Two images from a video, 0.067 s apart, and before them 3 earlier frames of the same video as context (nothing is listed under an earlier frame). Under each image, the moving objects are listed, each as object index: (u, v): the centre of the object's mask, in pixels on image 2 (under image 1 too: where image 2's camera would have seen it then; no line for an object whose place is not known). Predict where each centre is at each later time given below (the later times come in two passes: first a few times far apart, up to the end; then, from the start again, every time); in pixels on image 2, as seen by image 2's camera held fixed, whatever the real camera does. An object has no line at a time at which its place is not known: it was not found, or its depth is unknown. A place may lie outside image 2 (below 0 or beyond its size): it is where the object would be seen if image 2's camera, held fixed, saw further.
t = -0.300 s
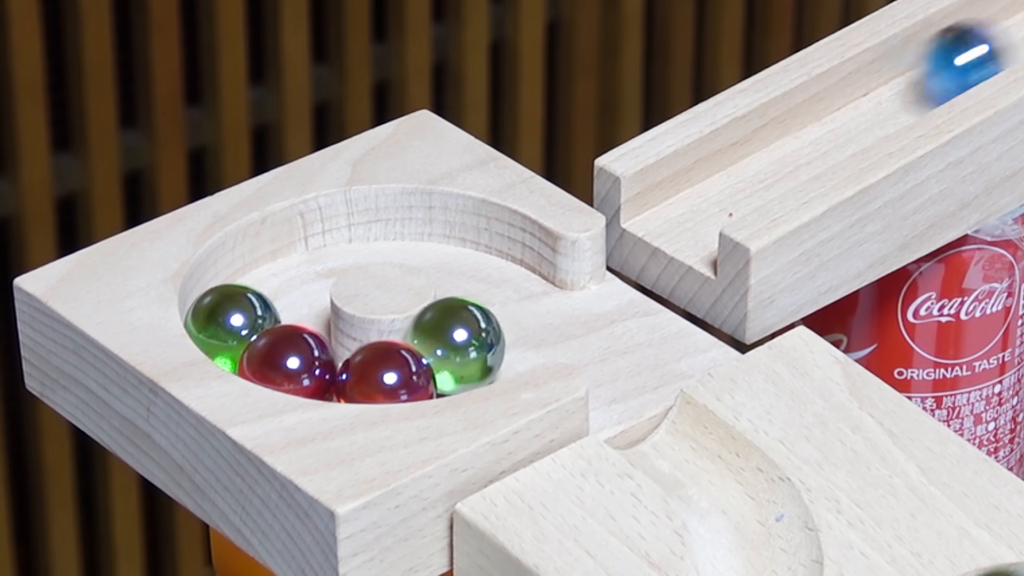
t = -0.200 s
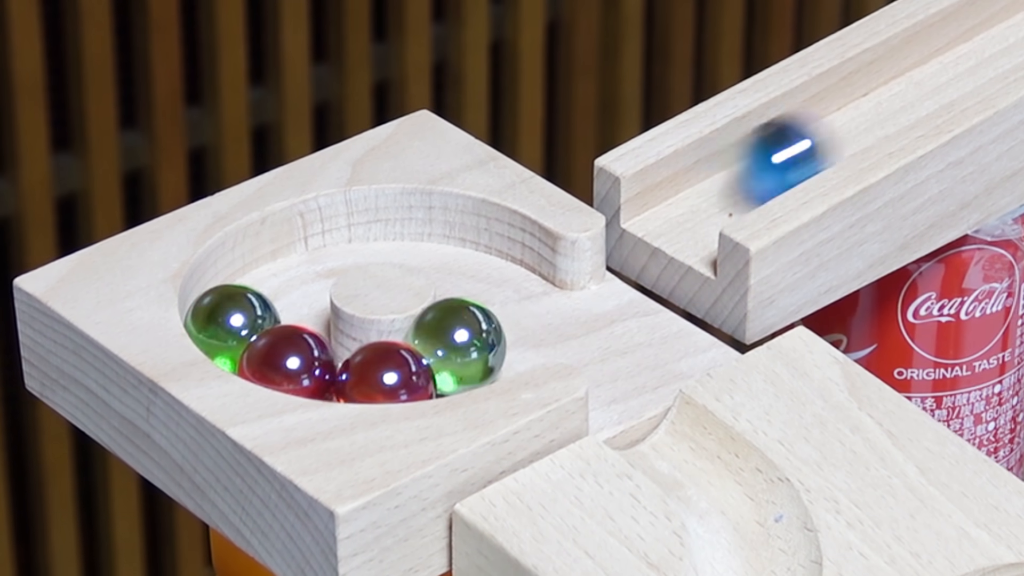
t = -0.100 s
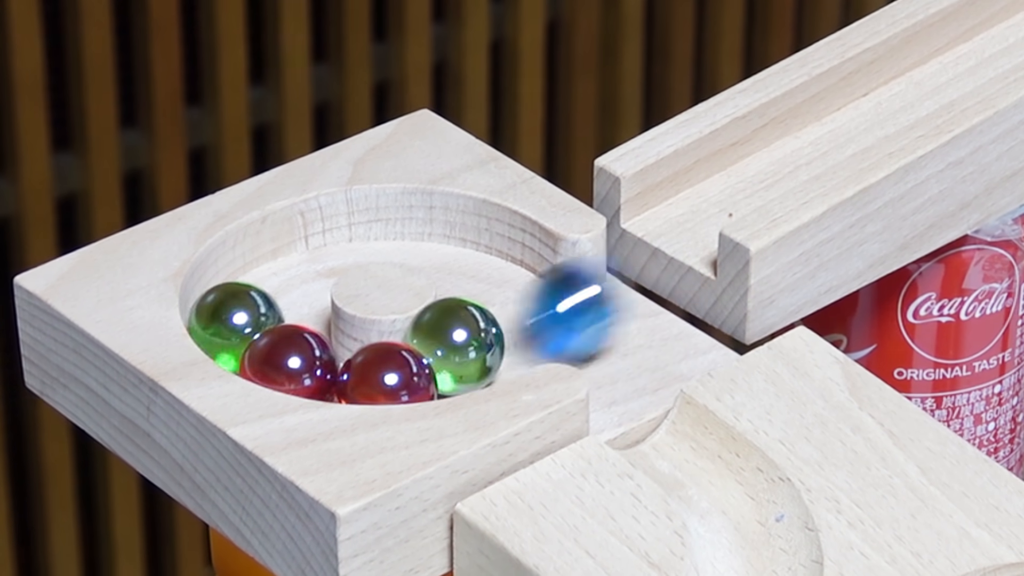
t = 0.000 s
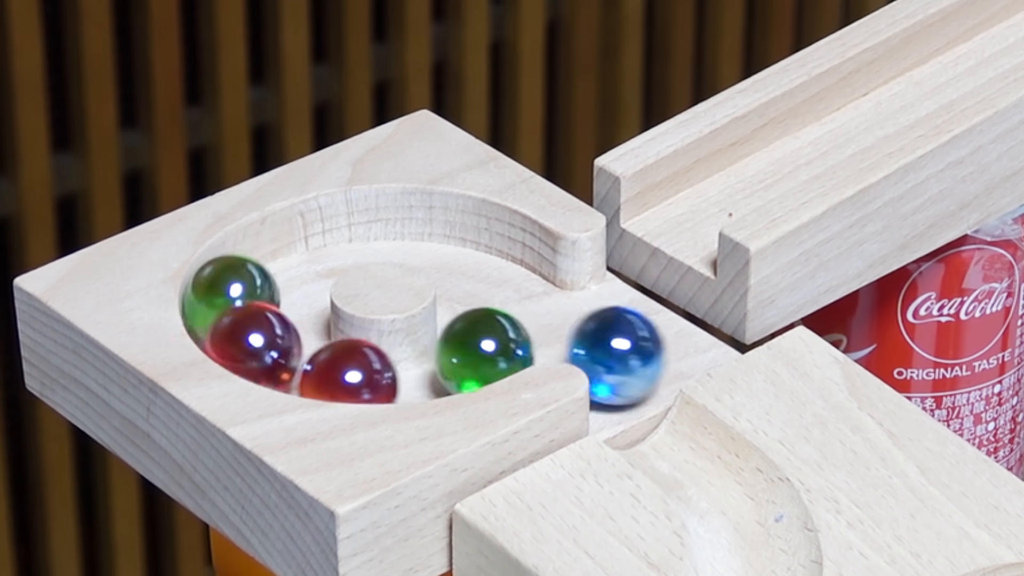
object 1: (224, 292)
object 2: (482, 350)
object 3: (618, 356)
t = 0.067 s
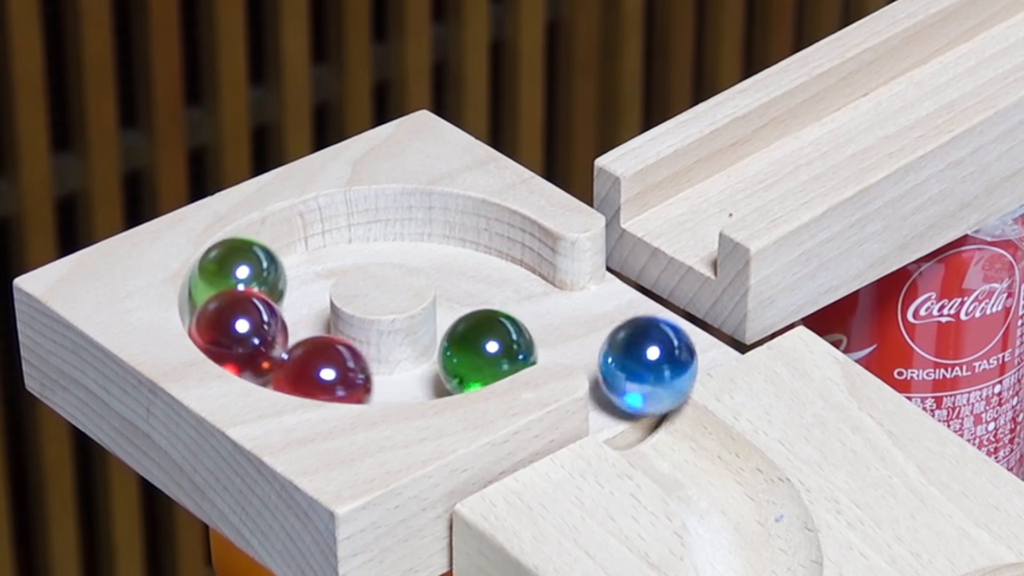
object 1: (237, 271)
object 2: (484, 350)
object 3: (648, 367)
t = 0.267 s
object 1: (282, 246)
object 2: (447, 352)
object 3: (758, 496)
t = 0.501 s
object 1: (310, 238)
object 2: (375, 364)
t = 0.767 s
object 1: (311, 254)
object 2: (316, 369)
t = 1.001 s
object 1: (310, 263)
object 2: (330, 371)
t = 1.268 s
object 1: (311, 263)
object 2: (330, 371)
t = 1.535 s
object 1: (359, 239)
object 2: (274, 353)
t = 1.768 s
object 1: (398, 240)
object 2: (246, 338)
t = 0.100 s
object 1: (245, 264)
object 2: (480, 350)
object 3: (649, 375)
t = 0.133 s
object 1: (254, 260)
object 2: (475, 350)
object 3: (654, 391)
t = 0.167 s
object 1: (262, 256)
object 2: (469, 350)
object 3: (665, 422)
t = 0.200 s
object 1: (269, 252)
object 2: (463, 350)
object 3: (687, 445)
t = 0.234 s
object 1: (276, 249)
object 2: (455, 351)
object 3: (725, 472)
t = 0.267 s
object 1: (282, 246)
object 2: (447, 352)
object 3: (758, 496)
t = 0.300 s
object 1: (287, 245)
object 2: (438, 353)
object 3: (763, 531)
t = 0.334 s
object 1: (292, 243)
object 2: (428, 354)
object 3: (752, 555)
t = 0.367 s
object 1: (297, 241)
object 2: (419, 355)
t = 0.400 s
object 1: (301, 240)
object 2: (409, 358)
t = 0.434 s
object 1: (305, 239)
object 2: (398, 360)
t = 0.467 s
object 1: (308, 238)
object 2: (387, 362)
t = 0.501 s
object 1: (310, 238)
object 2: (375, 364)
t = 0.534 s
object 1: (311, 238)
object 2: (364, 366)
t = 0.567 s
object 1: (312, 238)
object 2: (352, 367)
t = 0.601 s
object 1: (313, 240)
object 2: (341, 369)
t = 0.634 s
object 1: (313, 241)
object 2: (331, 371)
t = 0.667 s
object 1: (313, 243)
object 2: (325, 369)
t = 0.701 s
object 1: (311, 247)
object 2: (318, 368)
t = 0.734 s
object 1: (311, 250)
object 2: (316, 368)
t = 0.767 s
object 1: (311, 254)
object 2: (316, 369)
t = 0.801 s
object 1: (312, 256)
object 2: (319, 369)
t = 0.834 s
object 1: (313, 259)
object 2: (321, 370)
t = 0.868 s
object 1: (314, 263)
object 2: (323, 370)
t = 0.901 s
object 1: (313, 263)
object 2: (326, 370)
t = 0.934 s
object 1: (311, 263)
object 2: (328, 371)
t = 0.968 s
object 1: (310, 263)
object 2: (329, 371)
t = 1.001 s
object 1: (310, 263)
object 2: (330, 371)
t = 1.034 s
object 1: (310, 263)
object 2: (329, 371)
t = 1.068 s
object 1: (310, 263)
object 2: (329, 371)
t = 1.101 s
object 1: (310, 264)
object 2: (329, 371)
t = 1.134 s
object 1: (310, 264)
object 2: (330, 371)
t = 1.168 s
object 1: (311, 264)
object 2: (330, 371)
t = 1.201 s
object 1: (311, 264)
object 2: (330, 371)
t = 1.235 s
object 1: (310, 264)
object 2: (329, 371)
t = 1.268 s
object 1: (311, 263)
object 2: (330, 371)
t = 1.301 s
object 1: (315, 260)
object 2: (333, 372)
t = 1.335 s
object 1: (318, 258)
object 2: (334, 372)
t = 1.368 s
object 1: (322, 256)
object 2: (327, 369)
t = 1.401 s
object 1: (332, 252)
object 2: (318, 365)
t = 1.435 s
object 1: (341, 248)
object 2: (308, 361)
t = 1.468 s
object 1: (348, 244)
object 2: (296, 359)
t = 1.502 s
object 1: (354, 241)
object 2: (284, 356)
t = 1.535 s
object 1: (359, 239)
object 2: (274, 353)
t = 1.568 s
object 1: (366, 238)
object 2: (265, 350)
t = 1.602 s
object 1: (373, 238)
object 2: (259, 346)
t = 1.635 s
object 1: (379, 238)
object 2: (255, 344)
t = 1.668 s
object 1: (384, 238)
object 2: (251, 342)
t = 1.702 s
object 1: (389, 239)
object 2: (248, 340)
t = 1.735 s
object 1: (393, 239)
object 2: (246, 338)
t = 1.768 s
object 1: (398, 240)
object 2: (246, 338)
